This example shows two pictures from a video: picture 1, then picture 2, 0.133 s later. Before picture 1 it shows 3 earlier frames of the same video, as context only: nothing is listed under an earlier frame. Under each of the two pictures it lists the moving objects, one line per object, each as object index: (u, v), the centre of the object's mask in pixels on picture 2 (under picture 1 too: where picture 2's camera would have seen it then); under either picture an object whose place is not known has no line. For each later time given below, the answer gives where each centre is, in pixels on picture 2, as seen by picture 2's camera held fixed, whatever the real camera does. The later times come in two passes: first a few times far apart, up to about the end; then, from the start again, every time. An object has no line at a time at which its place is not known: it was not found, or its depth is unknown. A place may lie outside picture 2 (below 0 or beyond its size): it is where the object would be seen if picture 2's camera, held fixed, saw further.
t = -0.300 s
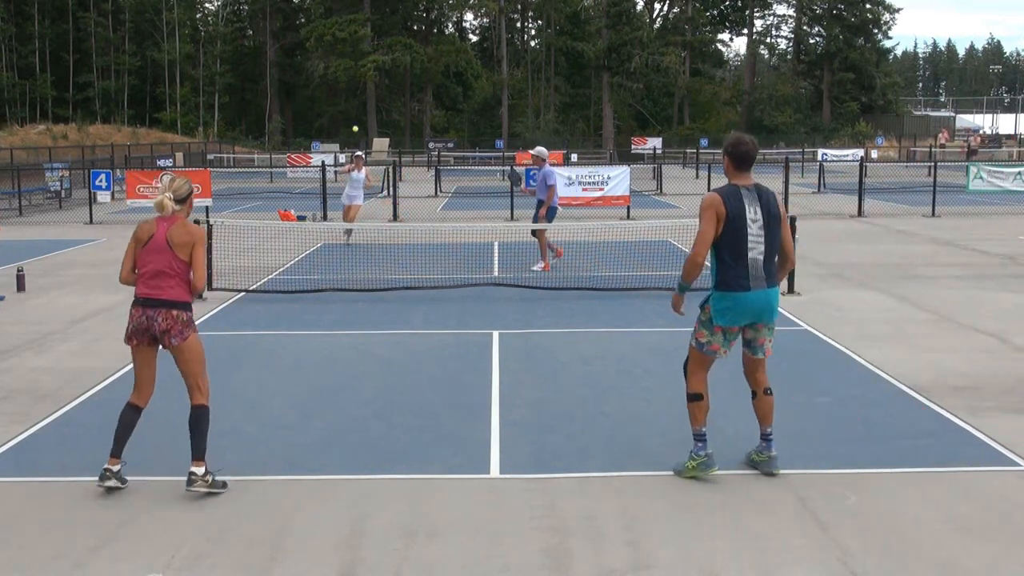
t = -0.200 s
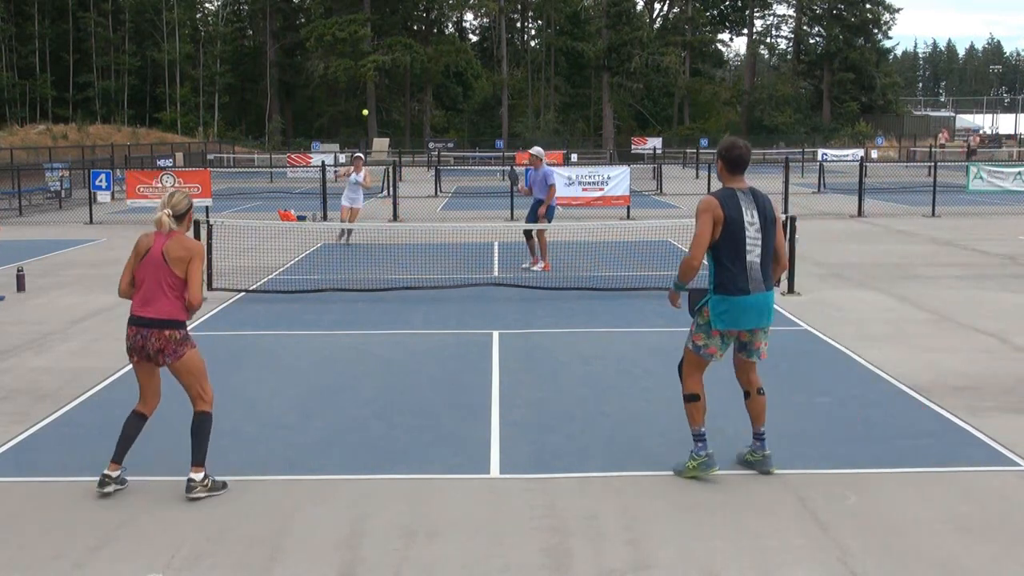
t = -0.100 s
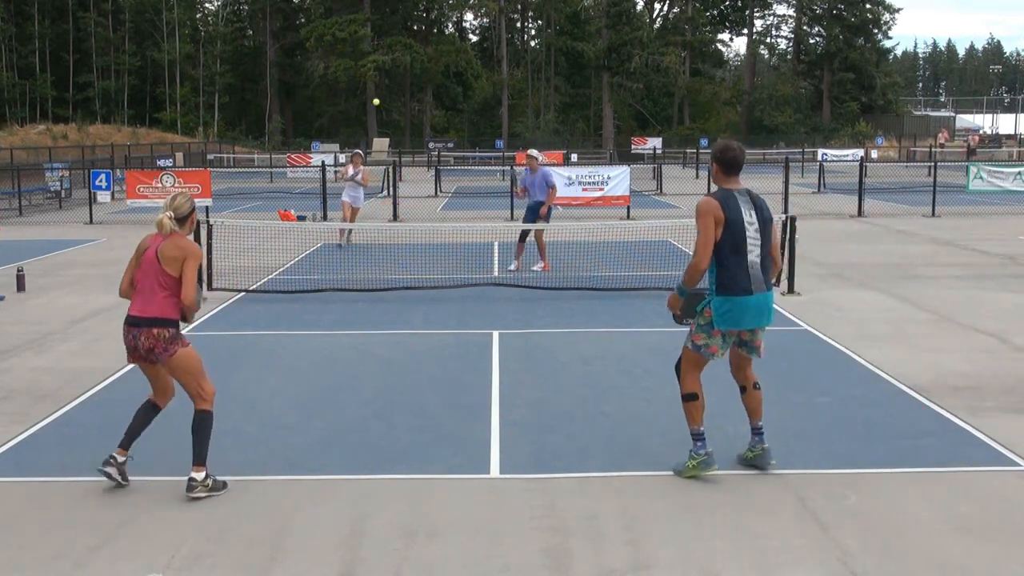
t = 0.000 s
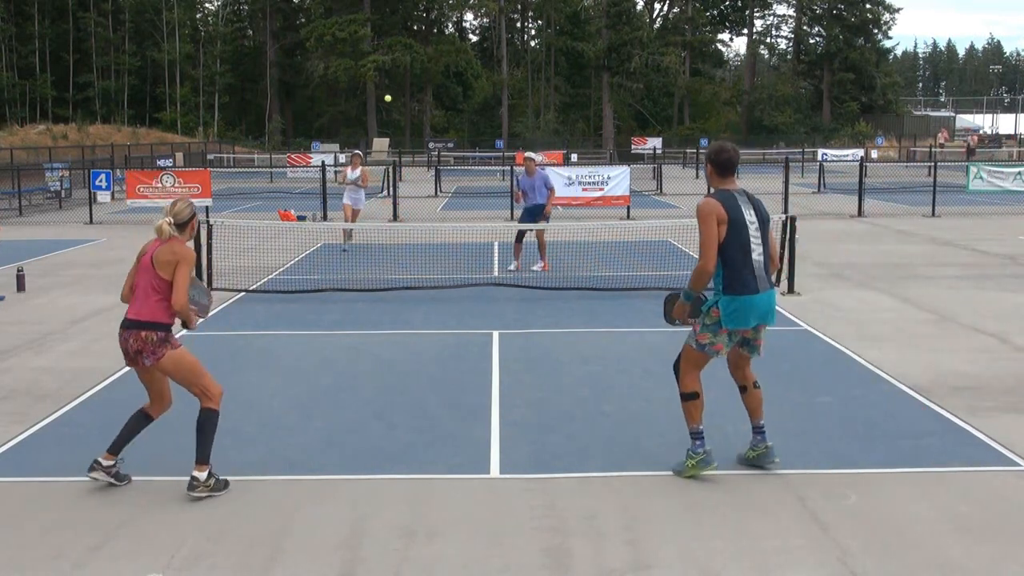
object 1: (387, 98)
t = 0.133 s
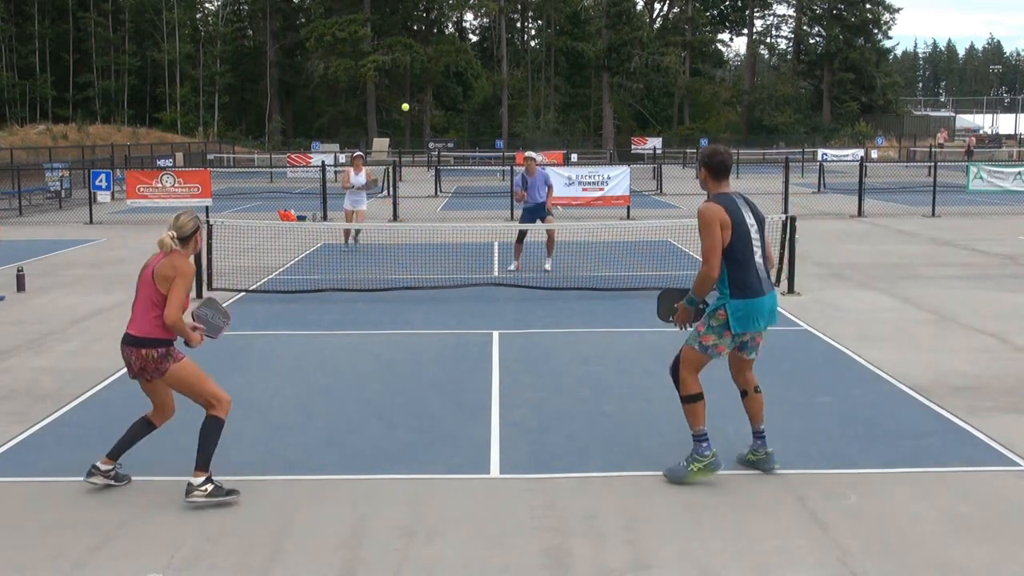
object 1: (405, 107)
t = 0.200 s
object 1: (414, 118)
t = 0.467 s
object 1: (459, 225)
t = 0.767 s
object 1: (513, 396)
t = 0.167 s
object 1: (410, 112)
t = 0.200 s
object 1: (414, 118)
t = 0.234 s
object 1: (419, 126)
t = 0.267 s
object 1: (425, 135)
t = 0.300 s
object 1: (430, 145)
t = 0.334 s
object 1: (436, 158)
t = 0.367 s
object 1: (441, 171)
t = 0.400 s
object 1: (446, 187)
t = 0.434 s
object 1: (453, 204)
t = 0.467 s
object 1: (459, 225)
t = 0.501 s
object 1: (465, 247)
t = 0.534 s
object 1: (470, 271)
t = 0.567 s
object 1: (477, 297)
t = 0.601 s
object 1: (484, 326)
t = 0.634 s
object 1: (491, 359)
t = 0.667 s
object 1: (498, 394)
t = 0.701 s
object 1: (505, 425)
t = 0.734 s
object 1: (509, 410)
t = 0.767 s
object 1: (513, 396)
